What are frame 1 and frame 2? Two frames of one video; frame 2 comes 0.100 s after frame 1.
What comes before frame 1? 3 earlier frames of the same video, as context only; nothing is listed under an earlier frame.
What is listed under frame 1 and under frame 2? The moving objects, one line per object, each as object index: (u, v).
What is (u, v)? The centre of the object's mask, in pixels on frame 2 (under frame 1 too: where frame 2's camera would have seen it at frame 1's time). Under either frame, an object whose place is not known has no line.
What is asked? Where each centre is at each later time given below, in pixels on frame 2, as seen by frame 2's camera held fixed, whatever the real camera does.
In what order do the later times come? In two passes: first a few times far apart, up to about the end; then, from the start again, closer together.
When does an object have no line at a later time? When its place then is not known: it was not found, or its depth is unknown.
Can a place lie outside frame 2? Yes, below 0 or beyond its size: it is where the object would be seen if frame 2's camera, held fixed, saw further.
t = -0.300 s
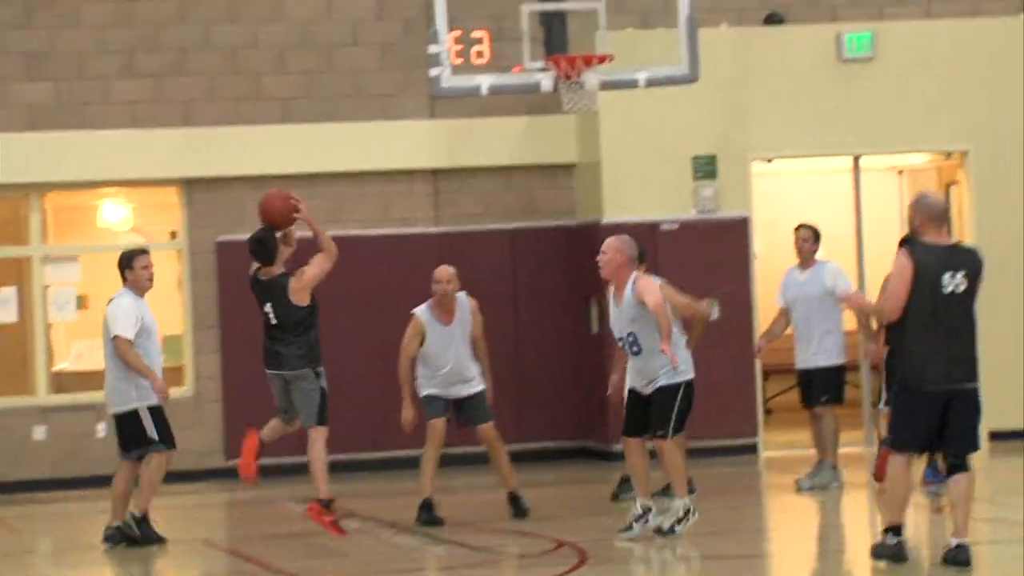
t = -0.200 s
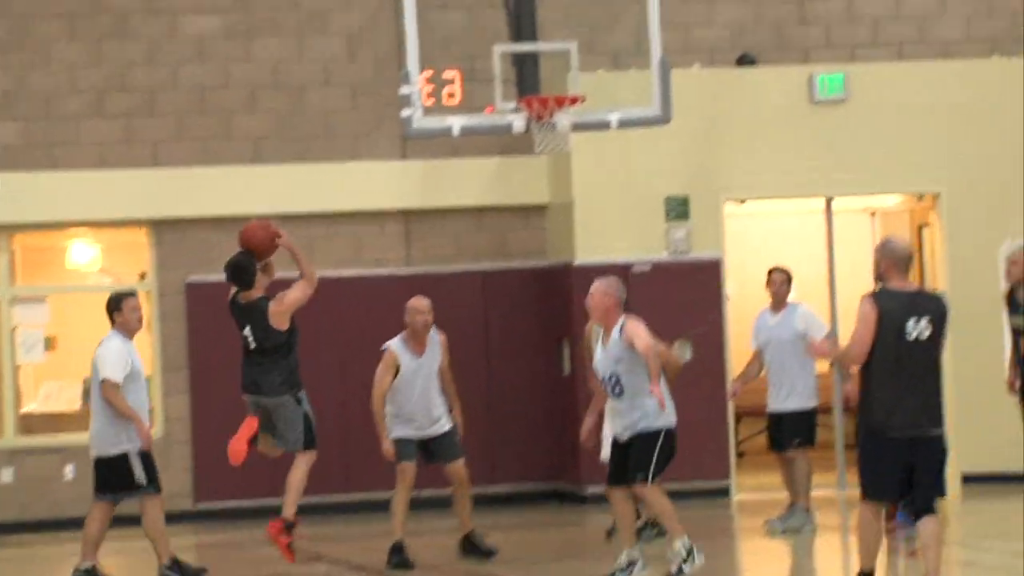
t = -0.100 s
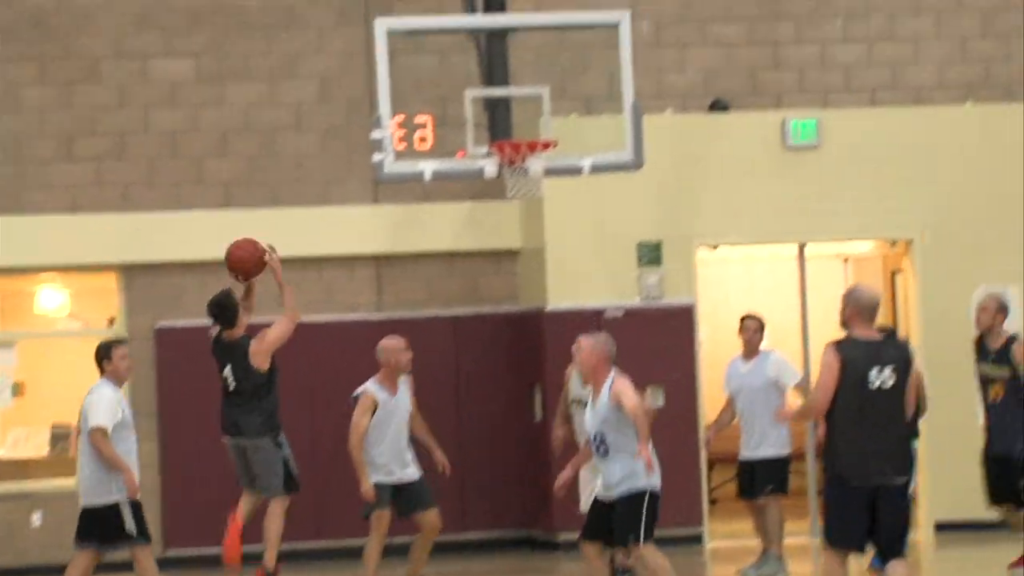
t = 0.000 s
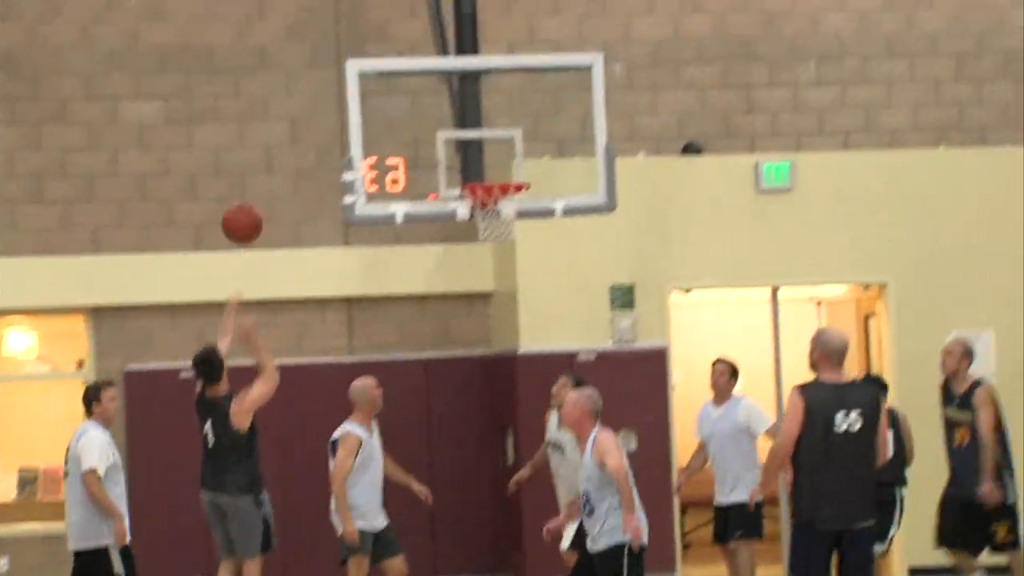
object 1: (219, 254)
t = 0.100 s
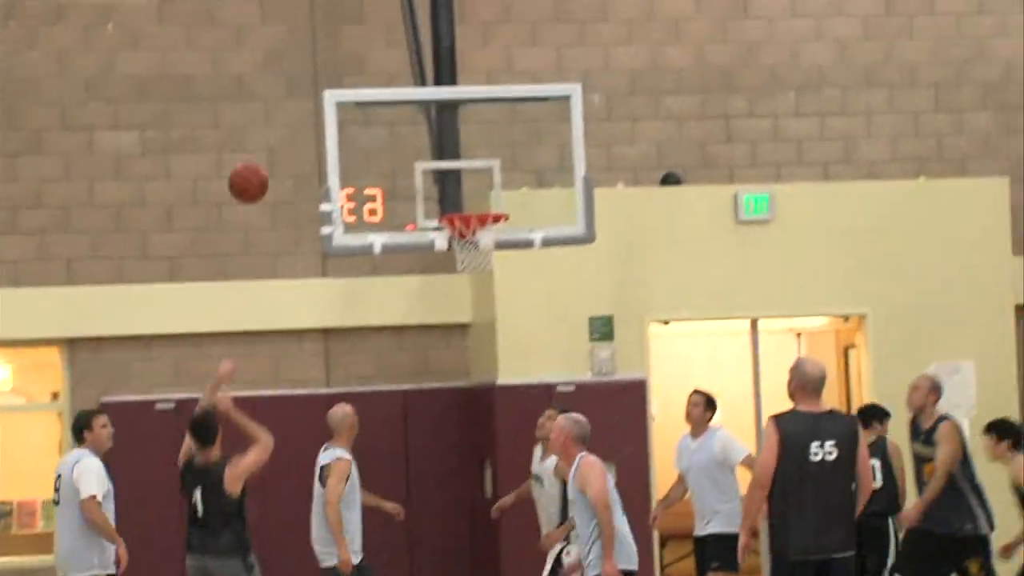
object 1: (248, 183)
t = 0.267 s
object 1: (295, 107)
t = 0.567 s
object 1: (375, 84)
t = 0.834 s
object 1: (440, 171)
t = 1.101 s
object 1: (505, 259)
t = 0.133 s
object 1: (258, 164)
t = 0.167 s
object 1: (267, 146)
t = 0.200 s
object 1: (277, 131)
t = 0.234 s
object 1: (286, 118)
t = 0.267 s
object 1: (295, 107)
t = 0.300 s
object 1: (304, 98)
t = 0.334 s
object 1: (313, 90)
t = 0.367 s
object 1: (322, 84)
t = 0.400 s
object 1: (331, 80)
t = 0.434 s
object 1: (340, 77)
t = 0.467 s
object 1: (349, 76)
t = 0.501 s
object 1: (358, 77)
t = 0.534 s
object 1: (366, 80)
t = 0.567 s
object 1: (375, 84)
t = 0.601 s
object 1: (383, 90)
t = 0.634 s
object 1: (392, 97)
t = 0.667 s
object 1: (400, 106)
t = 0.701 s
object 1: (408, 117)
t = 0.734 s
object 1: (416, 127)
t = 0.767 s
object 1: (425, 141)
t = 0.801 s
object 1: (432, 155)
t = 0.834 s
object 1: (440, 171)
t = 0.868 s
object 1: (448, 188)
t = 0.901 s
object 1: (456, 204)
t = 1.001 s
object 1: (497, 238)
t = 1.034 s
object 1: (502, 244)
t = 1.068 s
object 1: (504, 252)
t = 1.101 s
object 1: (505, 259)
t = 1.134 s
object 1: (507, 268)
